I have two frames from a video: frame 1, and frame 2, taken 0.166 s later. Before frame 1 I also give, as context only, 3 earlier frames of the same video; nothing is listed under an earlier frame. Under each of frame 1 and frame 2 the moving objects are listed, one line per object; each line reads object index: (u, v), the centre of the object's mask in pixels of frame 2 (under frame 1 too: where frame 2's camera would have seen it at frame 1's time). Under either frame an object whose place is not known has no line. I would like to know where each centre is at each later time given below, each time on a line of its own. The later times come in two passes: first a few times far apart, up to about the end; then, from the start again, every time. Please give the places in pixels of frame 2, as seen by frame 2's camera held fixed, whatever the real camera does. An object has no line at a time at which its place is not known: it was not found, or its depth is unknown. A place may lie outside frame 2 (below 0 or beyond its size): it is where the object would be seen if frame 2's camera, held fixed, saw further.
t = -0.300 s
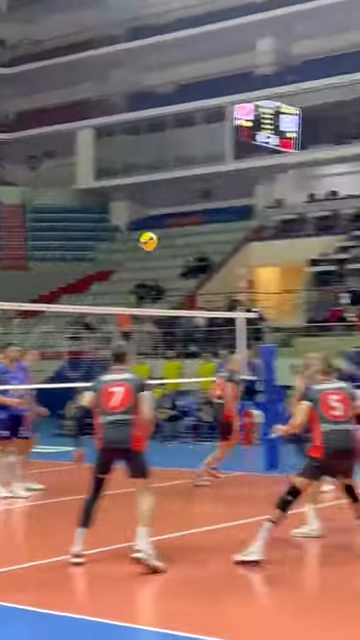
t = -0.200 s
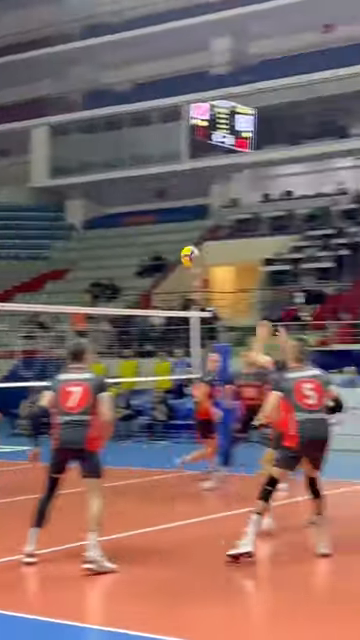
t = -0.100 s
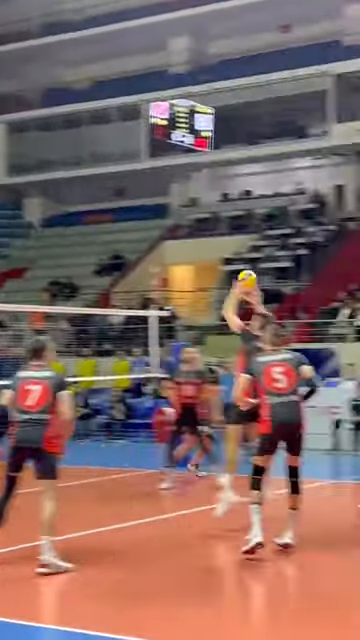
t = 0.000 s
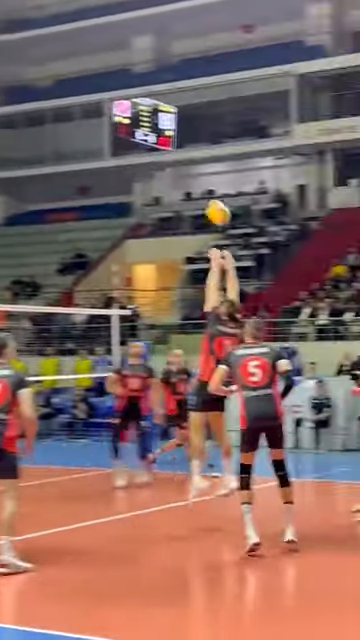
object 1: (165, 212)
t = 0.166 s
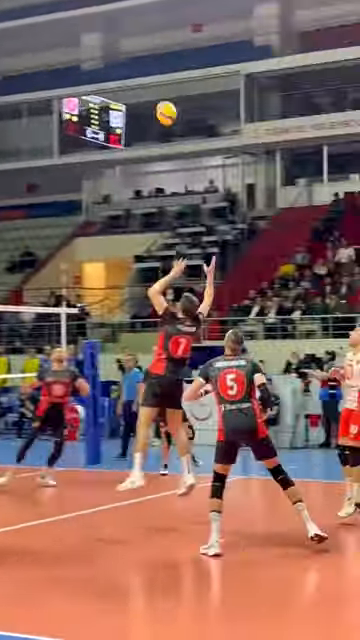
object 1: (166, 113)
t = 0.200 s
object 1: (165, 97)
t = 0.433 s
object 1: (171, 22)
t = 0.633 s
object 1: (177, 5)
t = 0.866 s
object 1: (182, 13)
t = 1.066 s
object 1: (188, 55)
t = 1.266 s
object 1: (191, 123)
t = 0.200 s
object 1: (165, 97)
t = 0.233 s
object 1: (166, 83)
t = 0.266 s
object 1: (167, 69)
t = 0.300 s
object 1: (167, 60)
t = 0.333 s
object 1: (168, 47)
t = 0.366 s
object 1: (169, 37)
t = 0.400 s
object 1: (170, 29)
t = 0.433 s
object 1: (171, 22)
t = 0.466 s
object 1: (171, 17)
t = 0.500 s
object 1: (173, 11)
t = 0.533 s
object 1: (175, 8)
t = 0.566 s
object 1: (174, 7)
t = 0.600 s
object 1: (176, 5)
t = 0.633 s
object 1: (177, 5)
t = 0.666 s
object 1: (179, 5)
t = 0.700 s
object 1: (179, 5)
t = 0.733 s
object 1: (180, 5)
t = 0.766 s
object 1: (181, 5)
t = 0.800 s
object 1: (181, 6)
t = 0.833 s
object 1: (182, 9)
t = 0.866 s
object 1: (182, 13)
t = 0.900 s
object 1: (183, 18)
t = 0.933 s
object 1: (184, 24)
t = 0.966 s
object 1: (185, 30)
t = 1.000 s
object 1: (185, 38)
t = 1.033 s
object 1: (187, 46)
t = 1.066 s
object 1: (188, 55)
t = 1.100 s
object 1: (188, 64)
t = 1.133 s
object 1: (188, 75)
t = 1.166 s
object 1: (190, 86)
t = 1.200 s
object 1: (190, 98)
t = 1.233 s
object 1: (191, 110)
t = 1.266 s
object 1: (191, 123)
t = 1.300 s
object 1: (191, 136)
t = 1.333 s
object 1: (192, 149)
